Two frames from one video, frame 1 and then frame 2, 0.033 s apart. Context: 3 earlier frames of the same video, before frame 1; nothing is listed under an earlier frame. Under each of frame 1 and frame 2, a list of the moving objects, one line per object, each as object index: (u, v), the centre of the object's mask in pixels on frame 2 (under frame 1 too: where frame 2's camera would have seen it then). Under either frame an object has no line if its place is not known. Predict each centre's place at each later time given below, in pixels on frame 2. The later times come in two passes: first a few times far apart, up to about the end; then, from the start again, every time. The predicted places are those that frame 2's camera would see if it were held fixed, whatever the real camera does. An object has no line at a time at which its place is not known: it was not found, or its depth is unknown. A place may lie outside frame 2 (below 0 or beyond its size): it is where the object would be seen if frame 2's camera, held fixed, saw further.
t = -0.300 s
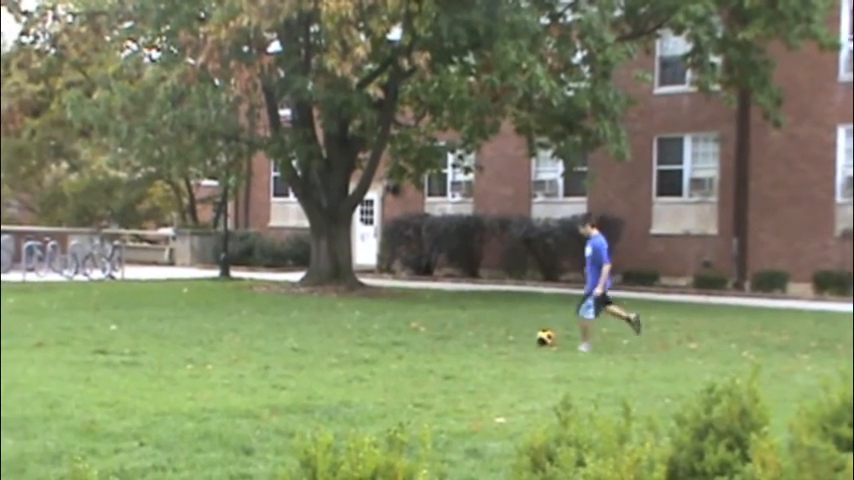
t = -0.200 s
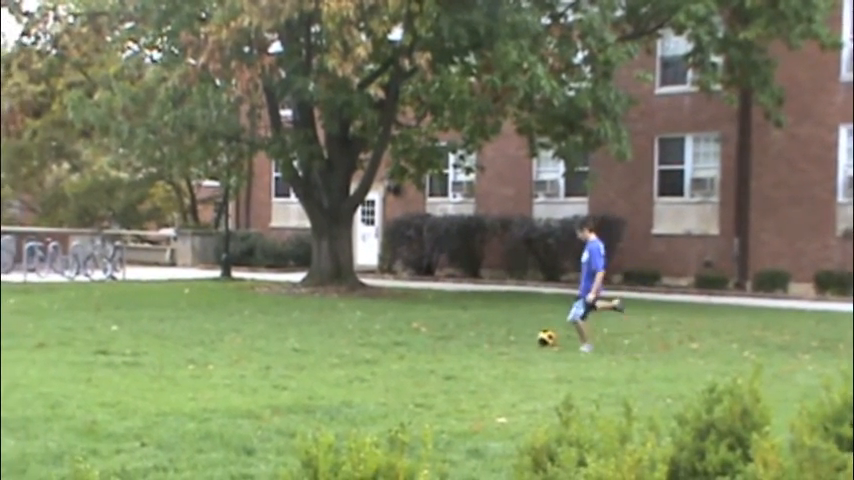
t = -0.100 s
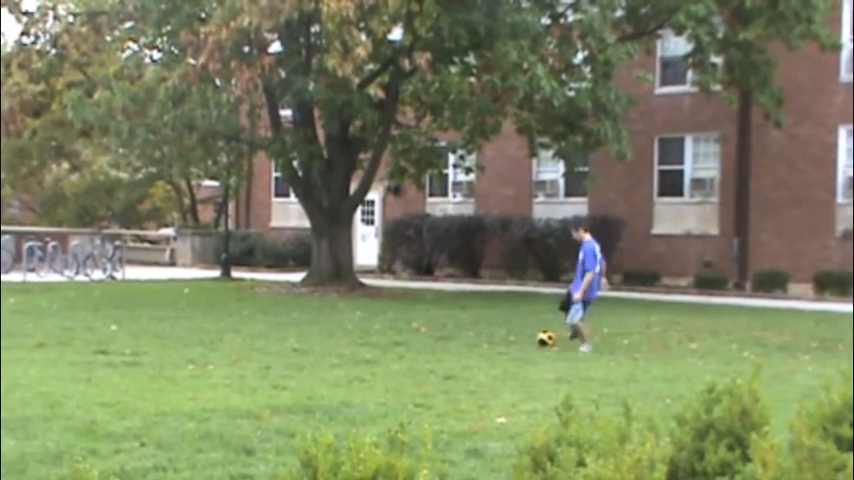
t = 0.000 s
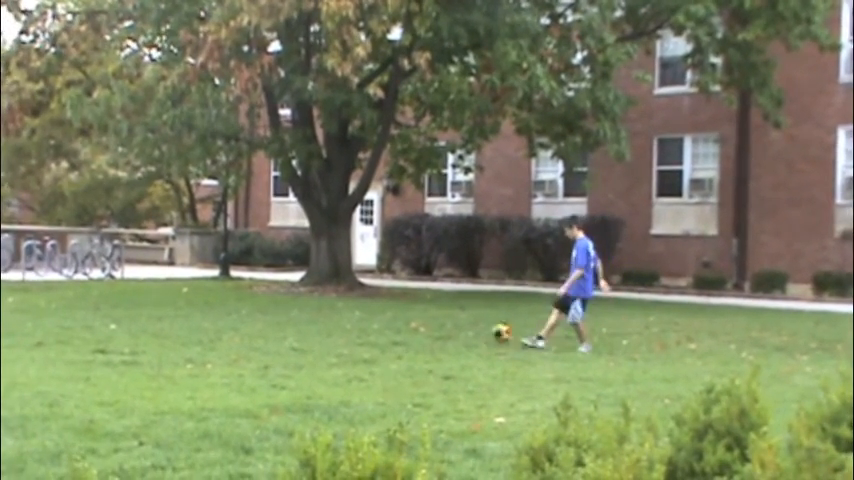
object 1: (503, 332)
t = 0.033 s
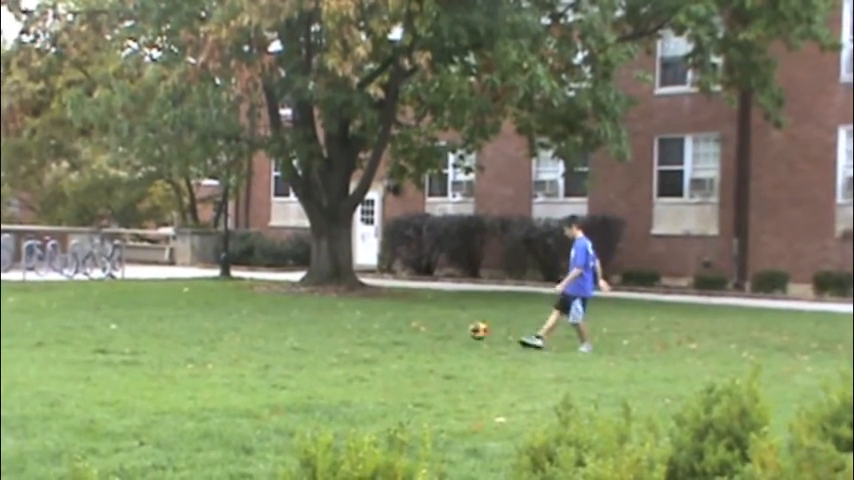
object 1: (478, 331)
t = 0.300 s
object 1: (268, 346)
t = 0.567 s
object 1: (59, 355)
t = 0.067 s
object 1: (453, 330)
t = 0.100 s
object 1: (428, 330)
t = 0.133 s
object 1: (403, 329)
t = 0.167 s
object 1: (376, 331)
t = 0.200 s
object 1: (350, 333)
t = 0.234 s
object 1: (323, 337)
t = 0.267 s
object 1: (296, 341)
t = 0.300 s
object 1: (268, 346)
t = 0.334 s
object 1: (242, 347)
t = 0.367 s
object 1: (217, 345)
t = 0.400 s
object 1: (192, 344)
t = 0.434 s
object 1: (166, 345)
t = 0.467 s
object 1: (139, 347)
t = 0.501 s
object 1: (111, 349)
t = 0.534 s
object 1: (84, 353)
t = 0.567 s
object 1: (59, 355)
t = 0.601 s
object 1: (32, 354)
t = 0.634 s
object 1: (6, 357)
